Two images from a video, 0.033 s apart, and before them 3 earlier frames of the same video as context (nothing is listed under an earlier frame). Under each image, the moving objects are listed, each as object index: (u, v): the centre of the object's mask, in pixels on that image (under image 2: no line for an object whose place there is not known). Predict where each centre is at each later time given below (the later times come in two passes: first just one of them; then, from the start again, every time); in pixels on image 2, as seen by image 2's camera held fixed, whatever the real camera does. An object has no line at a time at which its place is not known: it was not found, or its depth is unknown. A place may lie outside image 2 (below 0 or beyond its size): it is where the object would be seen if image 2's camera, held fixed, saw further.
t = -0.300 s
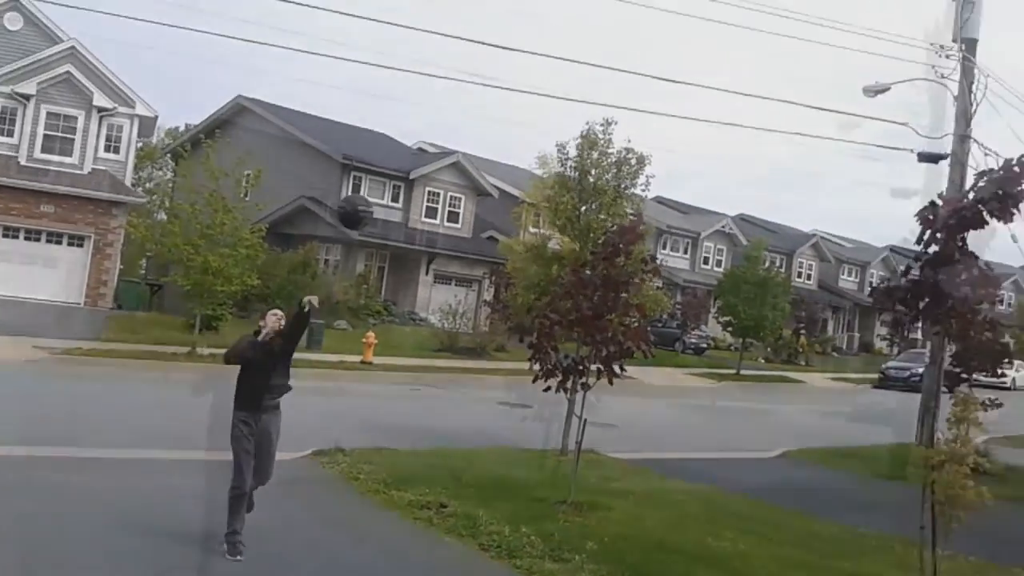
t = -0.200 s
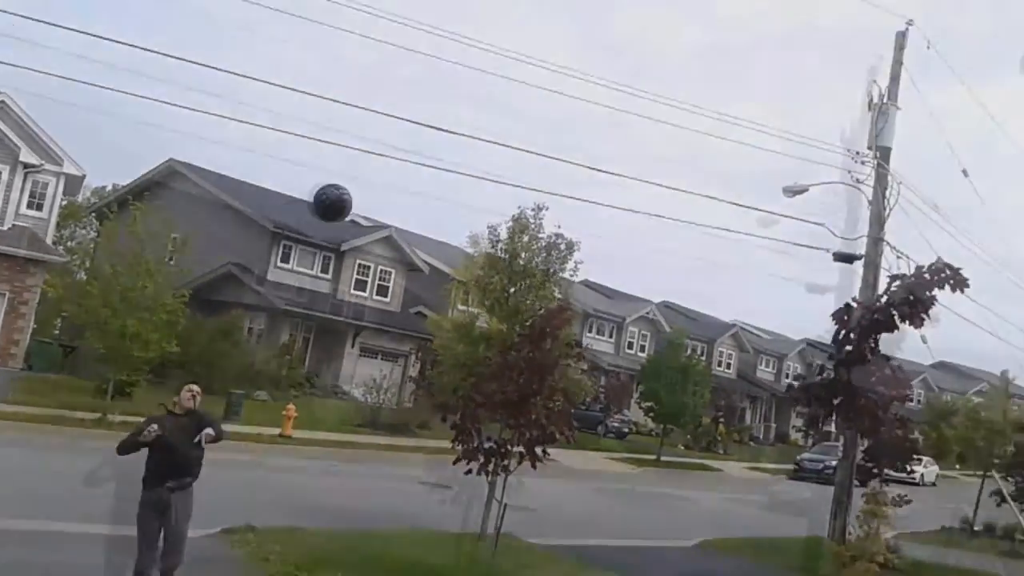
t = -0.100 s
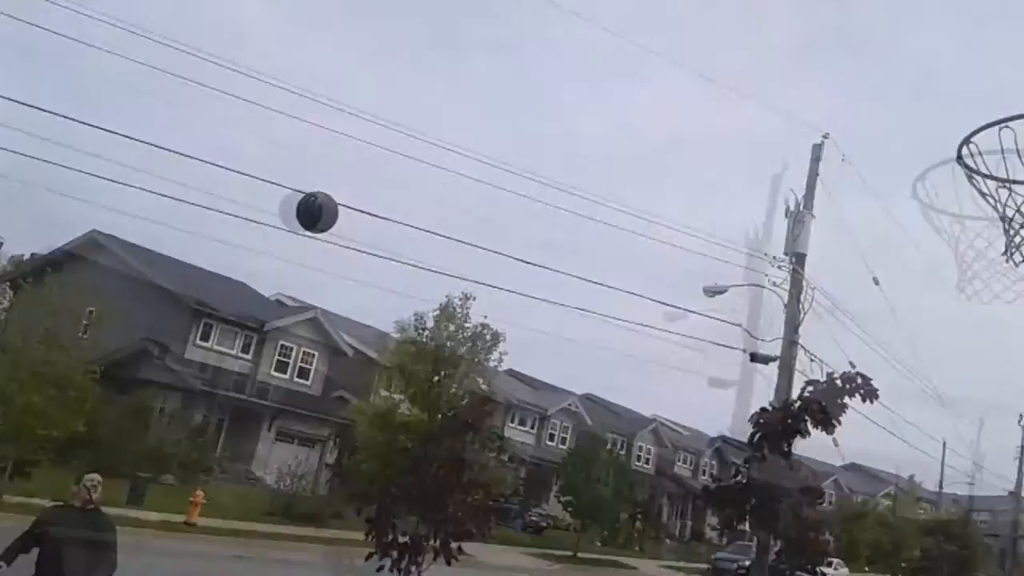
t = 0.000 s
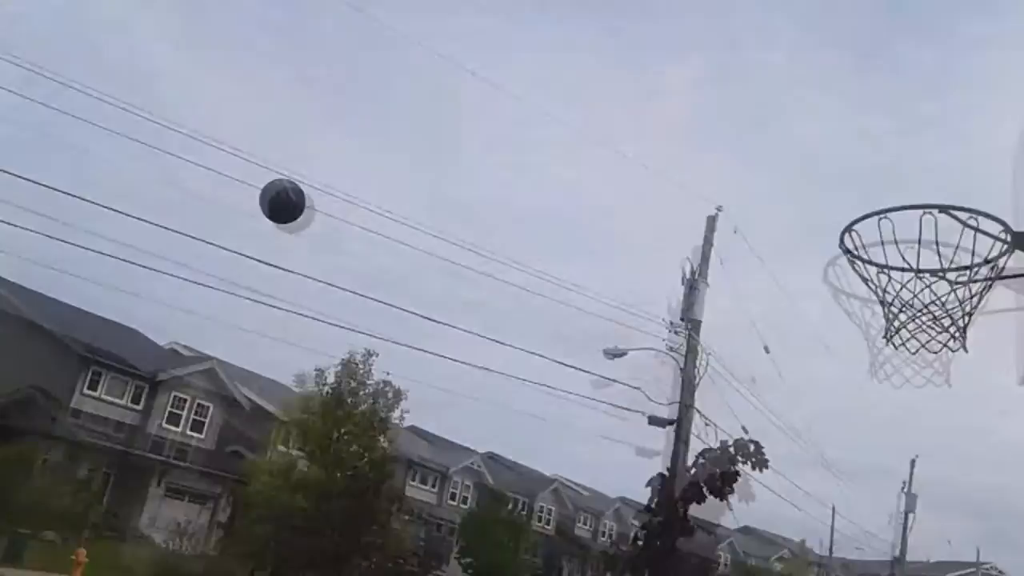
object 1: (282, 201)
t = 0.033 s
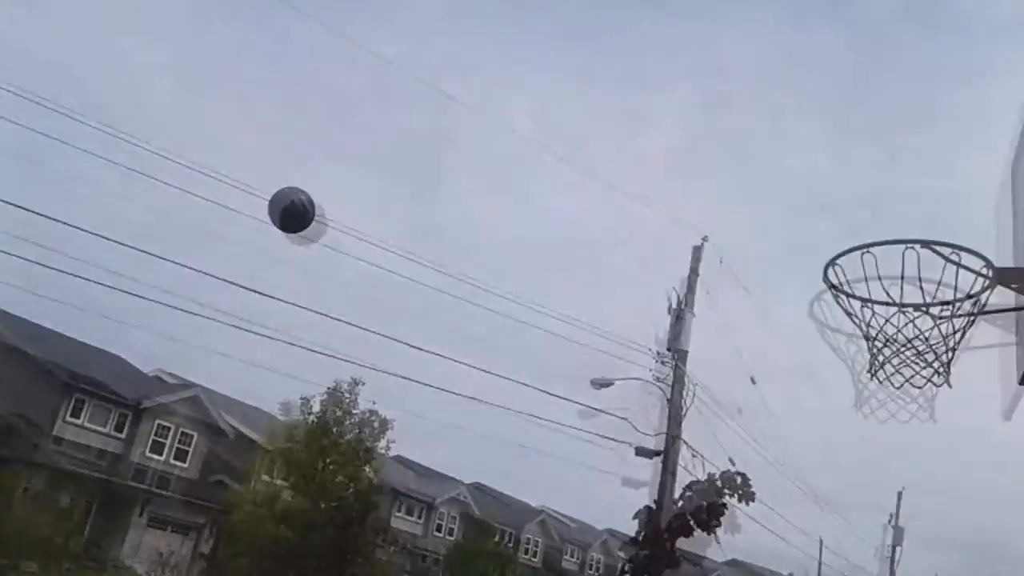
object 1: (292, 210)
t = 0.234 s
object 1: (444, 135)
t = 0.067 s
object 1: (319, 196)
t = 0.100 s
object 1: (341, 179)
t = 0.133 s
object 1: (365, 166)
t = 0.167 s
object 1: (391, 154)
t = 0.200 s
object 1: (417, 144)
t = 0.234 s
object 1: (444, 135)
